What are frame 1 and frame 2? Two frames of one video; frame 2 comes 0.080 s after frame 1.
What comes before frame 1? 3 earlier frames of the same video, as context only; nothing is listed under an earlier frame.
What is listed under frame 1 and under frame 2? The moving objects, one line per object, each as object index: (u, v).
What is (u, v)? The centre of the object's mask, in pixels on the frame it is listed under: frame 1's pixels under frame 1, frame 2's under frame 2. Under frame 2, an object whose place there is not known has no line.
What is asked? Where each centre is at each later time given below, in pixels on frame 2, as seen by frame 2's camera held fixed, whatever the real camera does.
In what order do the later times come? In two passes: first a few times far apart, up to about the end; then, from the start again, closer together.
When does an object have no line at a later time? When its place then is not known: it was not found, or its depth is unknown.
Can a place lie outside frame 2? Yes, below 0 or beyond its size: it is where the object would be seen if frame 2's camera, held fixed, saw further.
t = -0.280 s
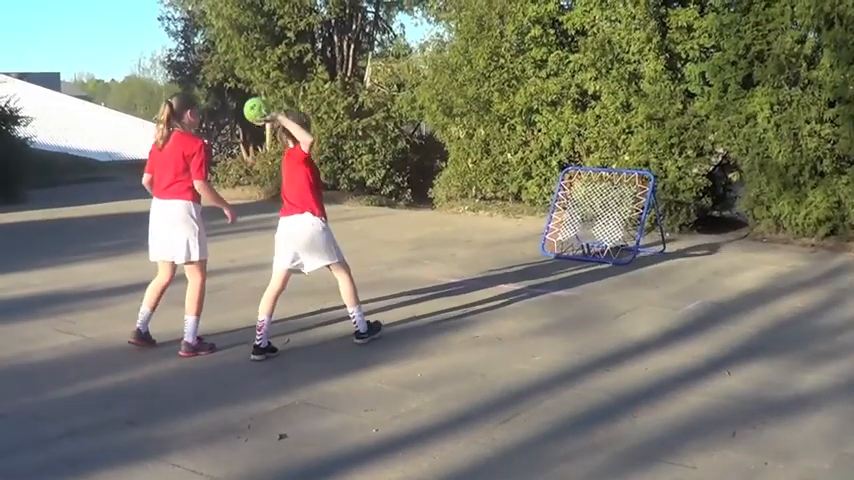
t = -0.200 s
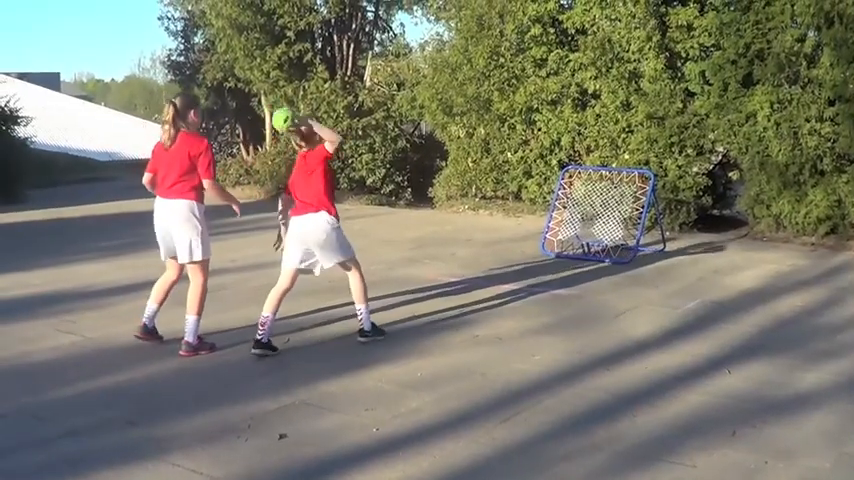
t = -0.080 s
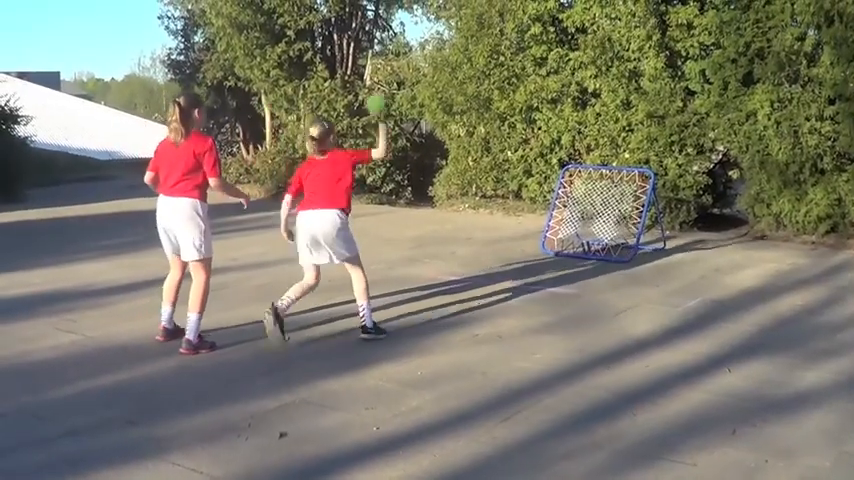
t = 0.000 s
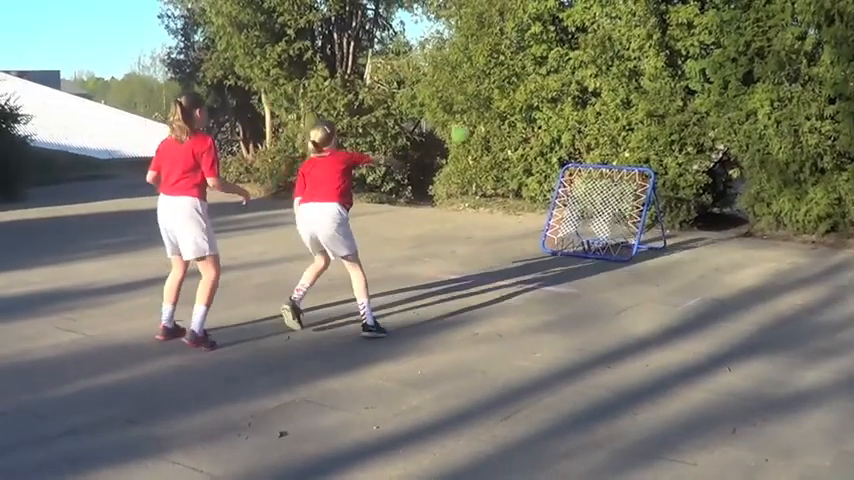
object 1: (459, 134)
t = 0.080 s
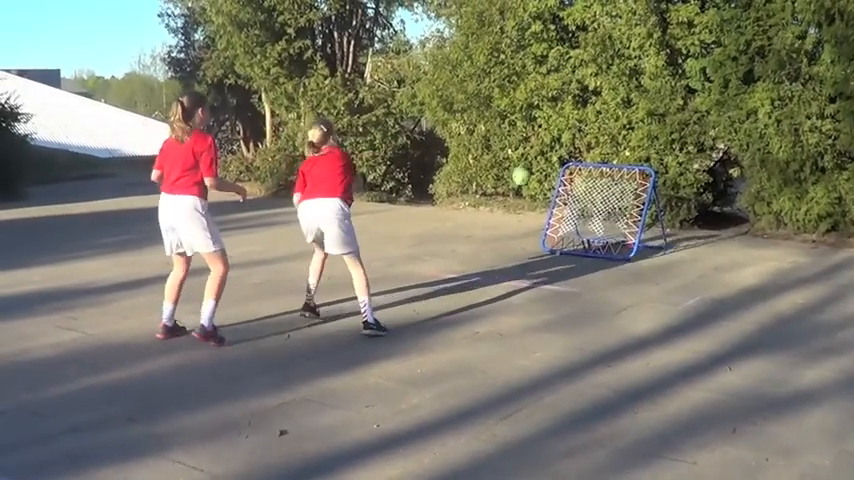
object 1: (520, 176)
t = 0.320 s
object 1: (546, 181)
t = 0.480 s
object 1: (477, 118)
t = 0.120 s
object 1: (548, 195)
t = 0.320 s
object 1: (546, 181)
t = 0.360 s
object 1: (529, 164)
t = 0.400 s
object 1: (515, 147)
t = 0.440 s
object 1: (498, 133)
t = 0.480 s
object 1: (477, 118)
